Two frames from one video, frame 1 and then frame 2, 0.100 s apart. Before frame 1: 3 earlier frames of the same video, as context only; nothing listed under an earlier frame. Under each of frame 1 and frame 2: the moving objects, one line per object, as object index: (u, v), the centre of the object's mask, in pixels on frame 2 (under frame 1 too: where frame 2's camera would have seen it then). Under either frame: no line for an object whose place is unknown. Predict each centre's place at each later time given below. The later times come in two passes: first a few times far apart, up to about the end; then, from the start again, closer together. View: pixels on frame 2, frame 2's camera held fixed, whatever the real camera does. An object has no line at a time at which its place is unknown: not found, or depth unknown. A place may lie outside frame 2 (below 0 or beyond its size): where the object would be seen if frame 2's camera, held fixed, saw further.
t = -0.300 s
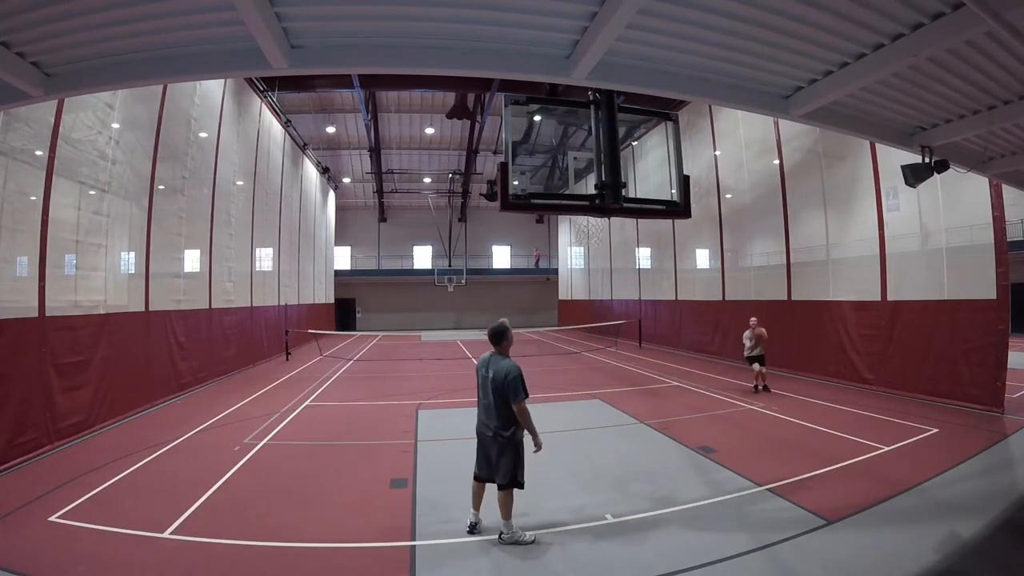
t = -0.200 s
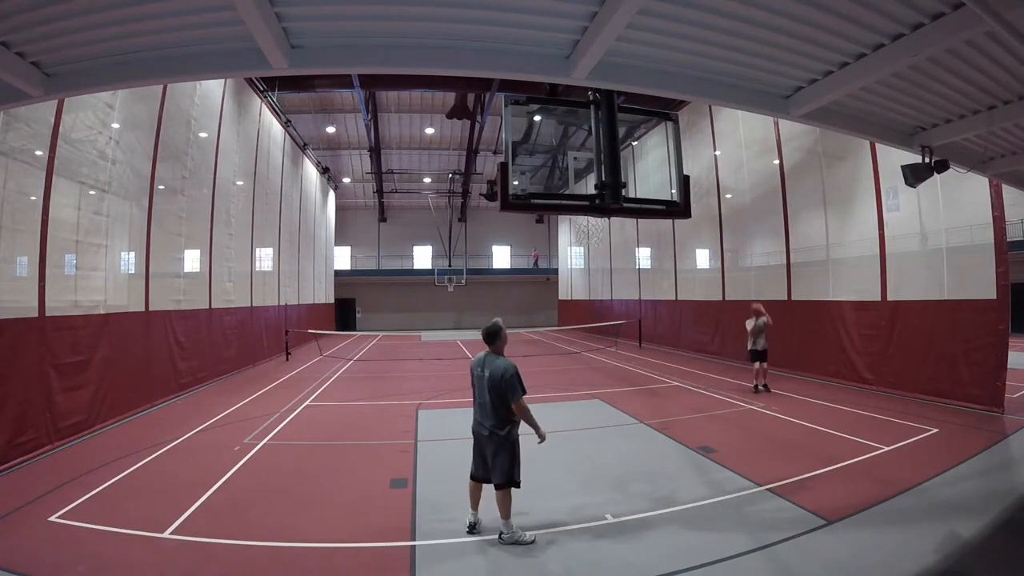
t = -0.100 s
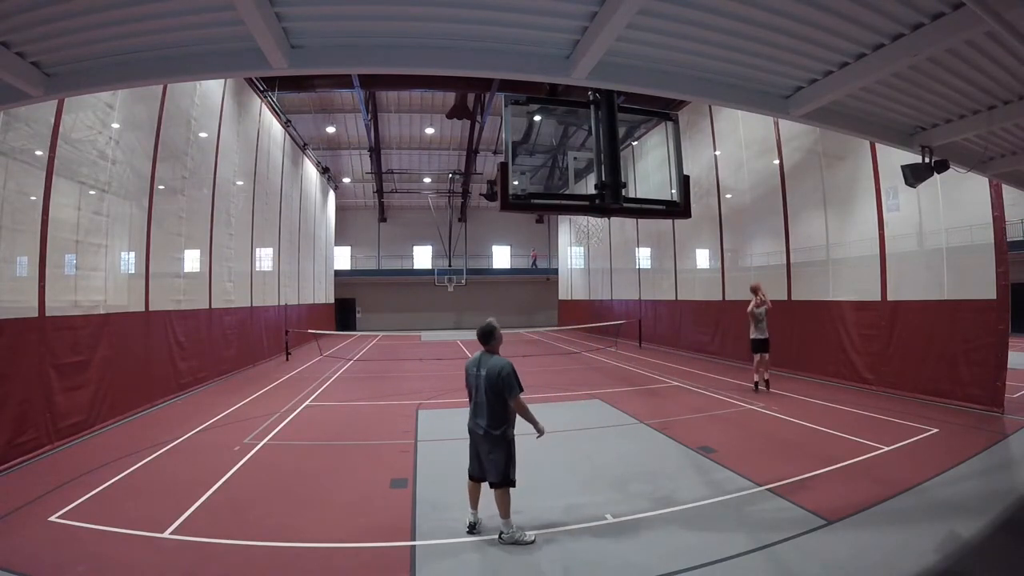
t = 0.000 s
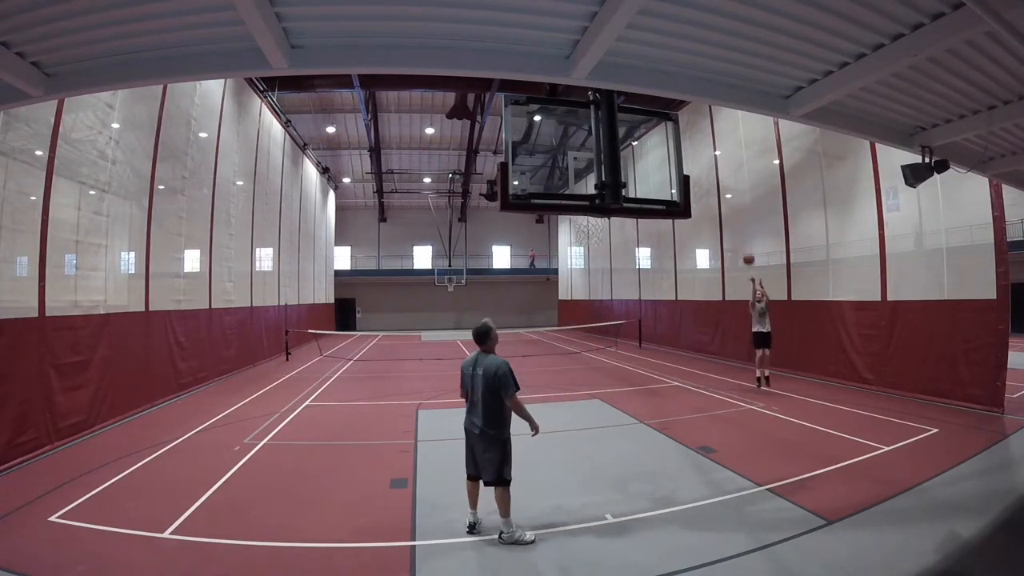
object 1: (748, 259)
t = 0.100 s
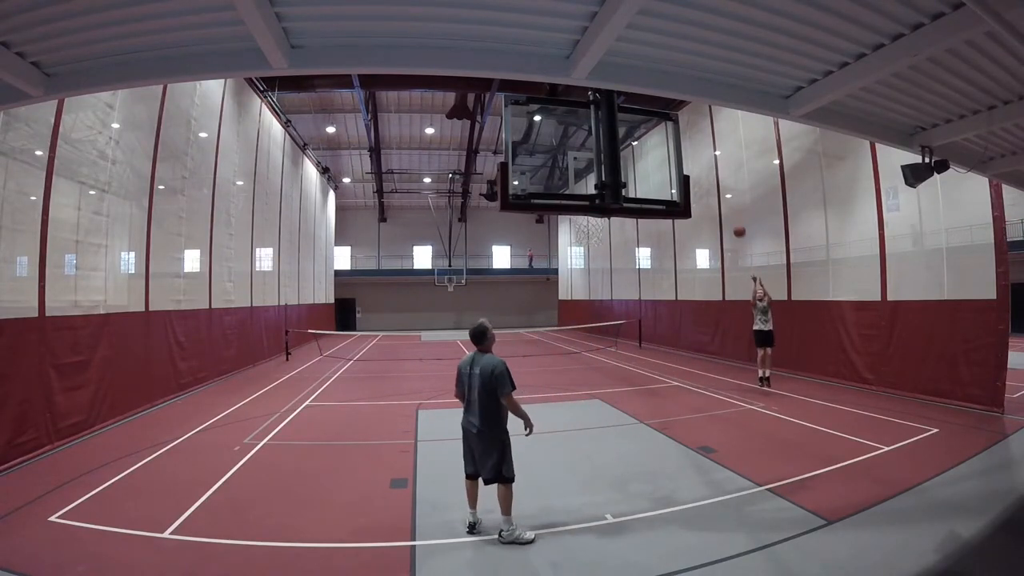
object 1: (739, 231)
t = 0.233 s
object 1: (725, 198)
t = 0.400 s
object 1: (705, 166)
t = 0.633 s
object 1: (669, 144)
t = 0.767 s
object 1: (649, 143)
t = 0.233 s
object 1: (725, 198)
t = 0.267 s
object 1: (721, 190)
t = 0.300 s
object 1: (717, 184)
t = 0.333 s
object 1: (713, 178)
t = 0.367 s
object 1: (709, 172)
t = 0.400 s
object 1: (705, 166)
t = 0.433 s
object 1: (700, 161)
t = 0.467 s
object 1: (696, 156)
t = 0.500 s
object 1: (691, 152)
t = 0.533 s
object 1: (688, 149)
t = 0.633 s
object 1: (669, 144)
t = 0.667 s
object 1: (666, 141)
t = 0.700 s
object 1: (661, 141)
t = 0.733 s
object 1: (656, 141)
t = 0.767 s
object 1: (649, 143)
